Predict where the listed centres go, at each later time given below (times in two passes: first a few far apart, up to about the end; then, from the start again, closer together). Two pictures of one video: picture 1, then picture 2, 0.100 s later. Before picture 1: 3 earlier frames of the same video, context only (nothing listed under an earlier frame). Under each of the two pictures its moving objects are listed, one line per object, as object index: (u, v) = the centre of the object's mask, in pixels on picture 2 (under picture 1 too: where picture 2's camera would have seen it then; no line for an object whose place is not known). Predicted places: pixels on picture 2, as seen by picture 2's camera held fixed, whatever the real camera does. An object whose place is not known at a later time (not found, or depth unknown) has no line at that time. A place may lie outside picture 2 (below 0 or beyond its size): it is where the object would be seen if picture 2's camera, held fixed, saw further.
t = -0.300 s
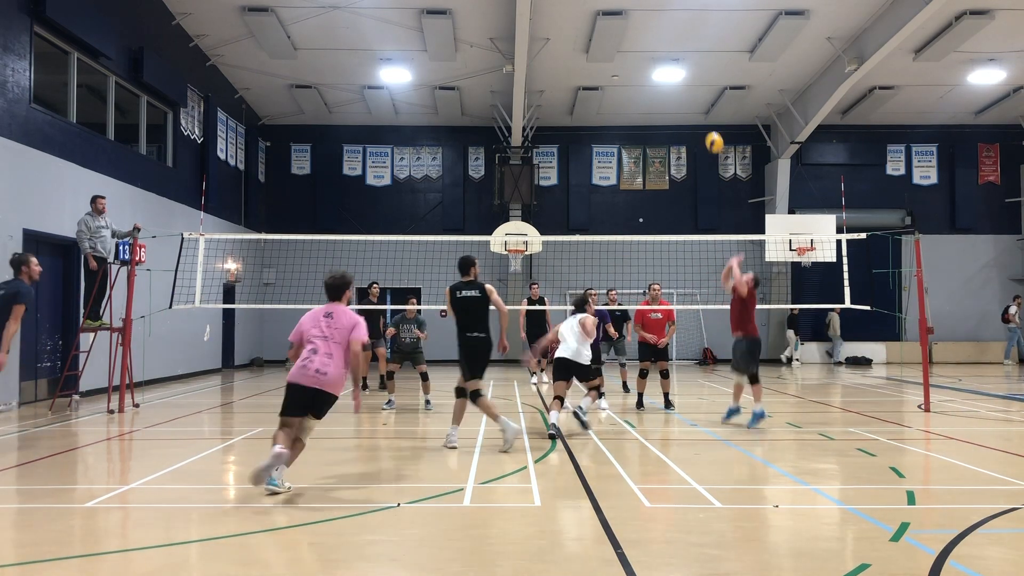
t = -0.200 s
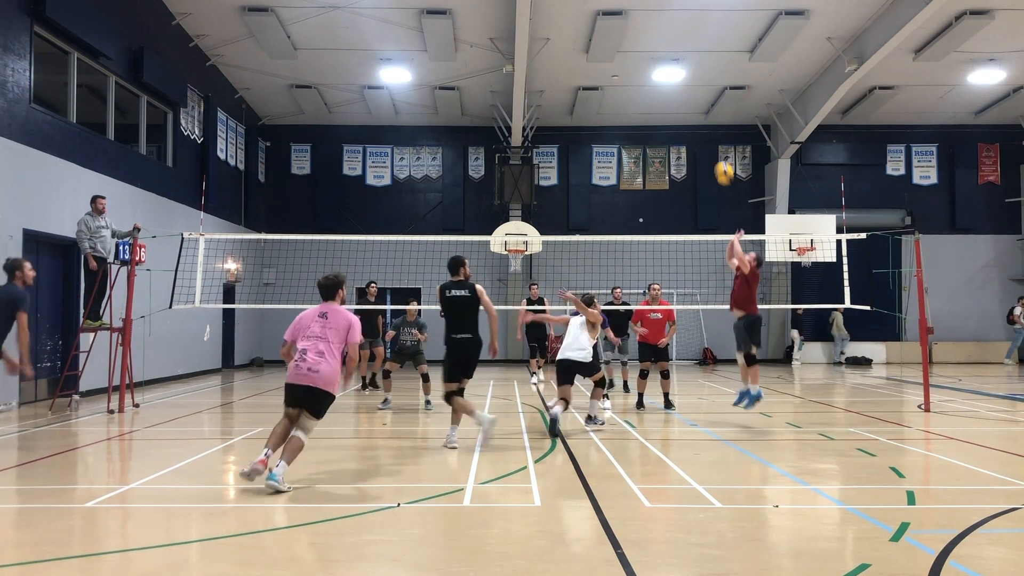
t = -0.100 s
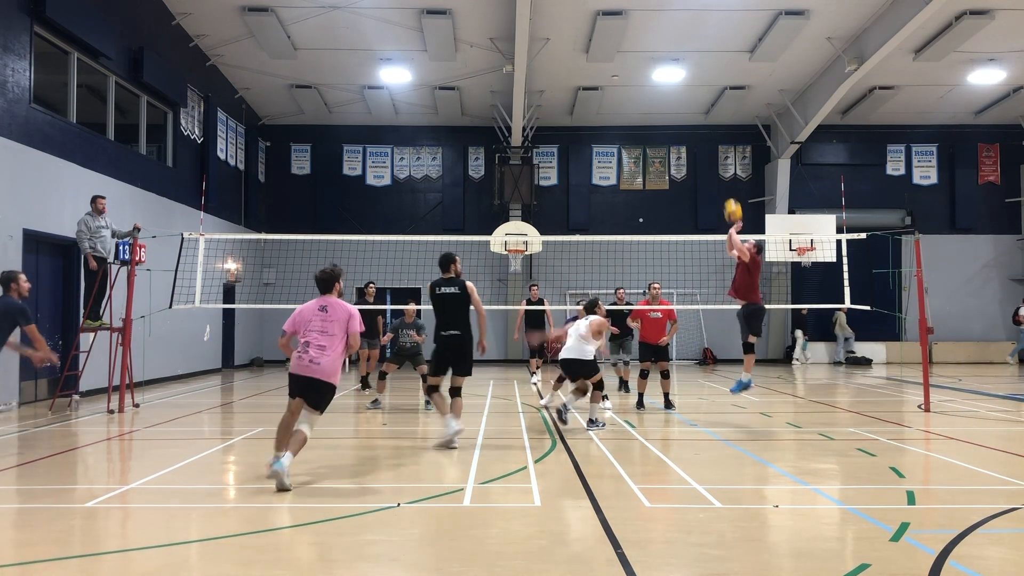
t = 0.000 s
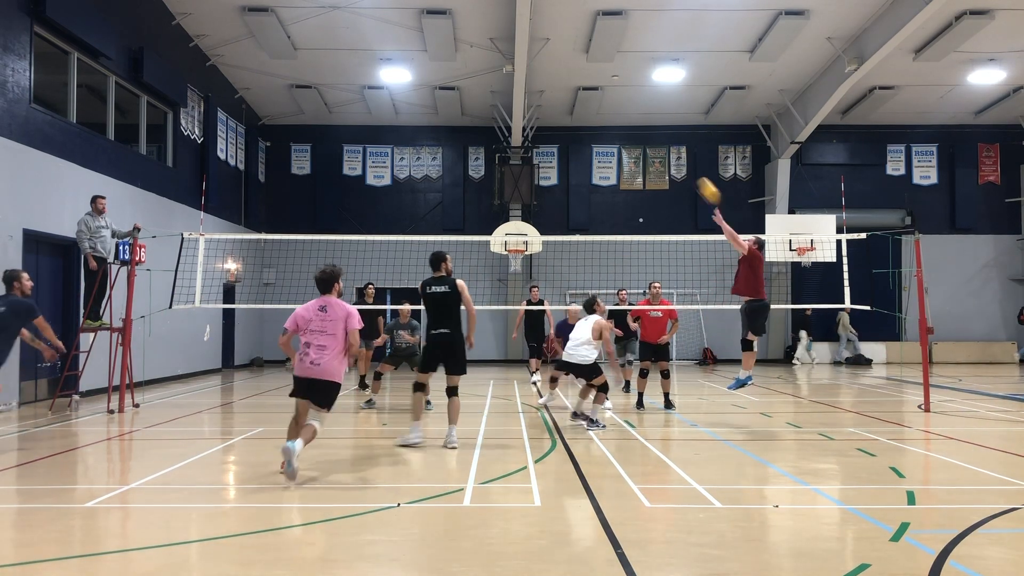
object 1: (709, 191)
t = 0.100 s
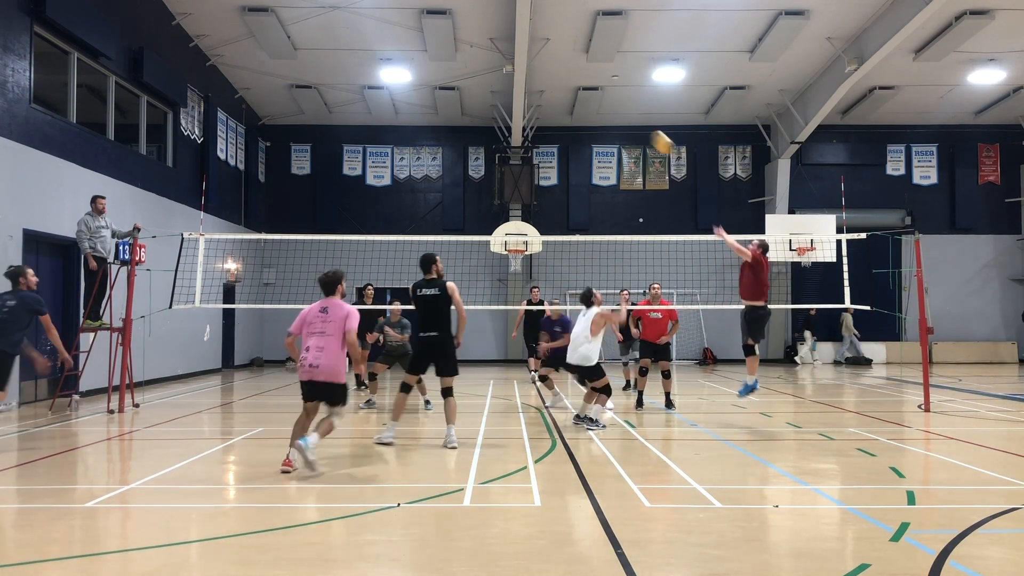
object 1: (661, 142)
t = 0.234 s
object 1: (603, 94)
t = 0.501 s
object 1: (491, 43)
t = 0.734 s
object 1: (399, 44)
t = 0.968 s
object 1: (314, 88)
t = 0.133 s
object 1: (648, 130)
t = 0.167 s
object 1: (633, 117)
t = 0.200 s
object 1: (618, 105)
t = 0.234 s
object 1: (603, 94)
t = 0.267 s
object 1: (589, 85)
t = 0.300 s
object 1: (575, 76)
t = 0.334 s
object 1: (560, 68)
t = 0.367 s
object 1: (546, 61)
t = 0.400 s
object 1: (532, 56)
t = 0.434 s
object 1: (518, 51)
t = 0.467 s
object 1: (503, 46)
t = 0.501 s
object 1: (491, 43)
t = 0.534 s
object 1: (478, 41)
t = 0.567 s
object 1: (465, 39)
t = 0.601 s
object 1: (451, 39)
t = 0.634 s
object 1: (438, 38)
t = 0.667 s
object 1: (425, 40)
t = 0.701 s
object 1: (412, 41)
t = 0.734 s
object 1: (399, 44)
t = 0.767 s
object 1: (387, 48)
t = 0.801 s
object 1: (373, 52)
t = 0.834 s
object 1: (361, 58)
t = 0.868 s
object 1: (349, 64)
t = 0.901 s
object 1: (337, 71)
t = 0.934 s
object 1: (325, 79)
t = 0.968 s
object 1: (314, 88)
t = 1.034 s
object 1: (291, 107)
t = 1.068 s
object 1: (278, 119)
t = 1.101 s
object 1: (267, 130)
